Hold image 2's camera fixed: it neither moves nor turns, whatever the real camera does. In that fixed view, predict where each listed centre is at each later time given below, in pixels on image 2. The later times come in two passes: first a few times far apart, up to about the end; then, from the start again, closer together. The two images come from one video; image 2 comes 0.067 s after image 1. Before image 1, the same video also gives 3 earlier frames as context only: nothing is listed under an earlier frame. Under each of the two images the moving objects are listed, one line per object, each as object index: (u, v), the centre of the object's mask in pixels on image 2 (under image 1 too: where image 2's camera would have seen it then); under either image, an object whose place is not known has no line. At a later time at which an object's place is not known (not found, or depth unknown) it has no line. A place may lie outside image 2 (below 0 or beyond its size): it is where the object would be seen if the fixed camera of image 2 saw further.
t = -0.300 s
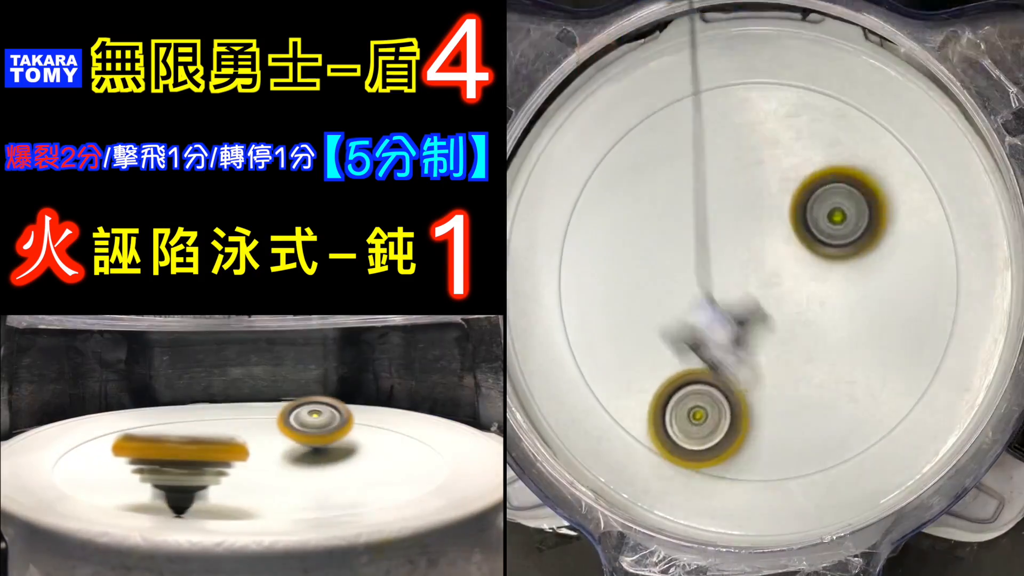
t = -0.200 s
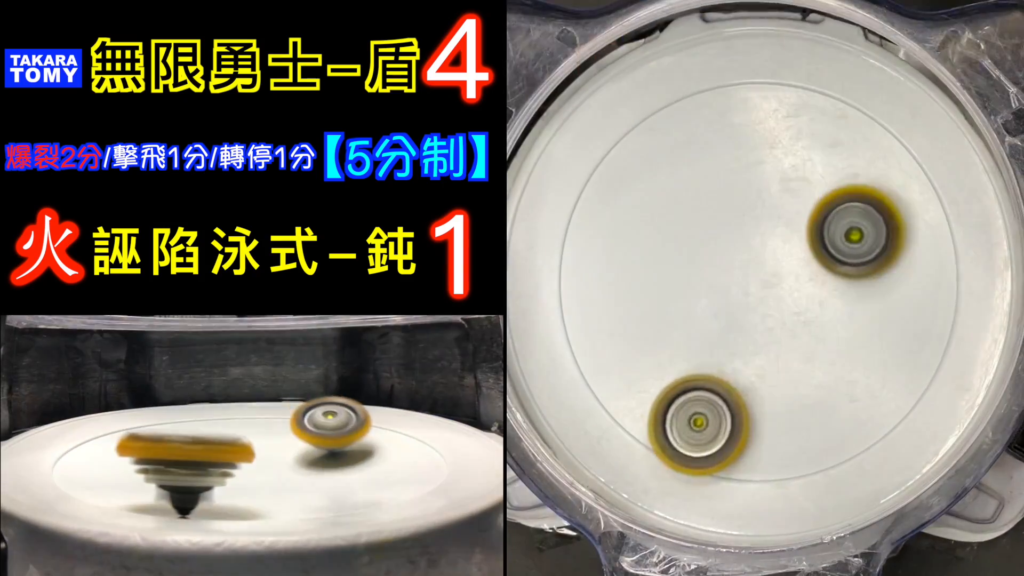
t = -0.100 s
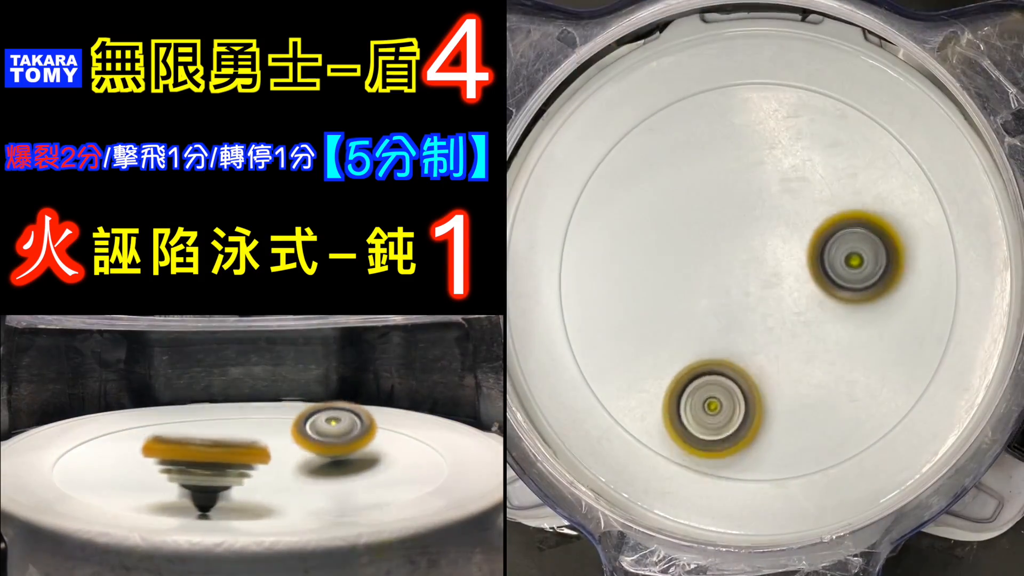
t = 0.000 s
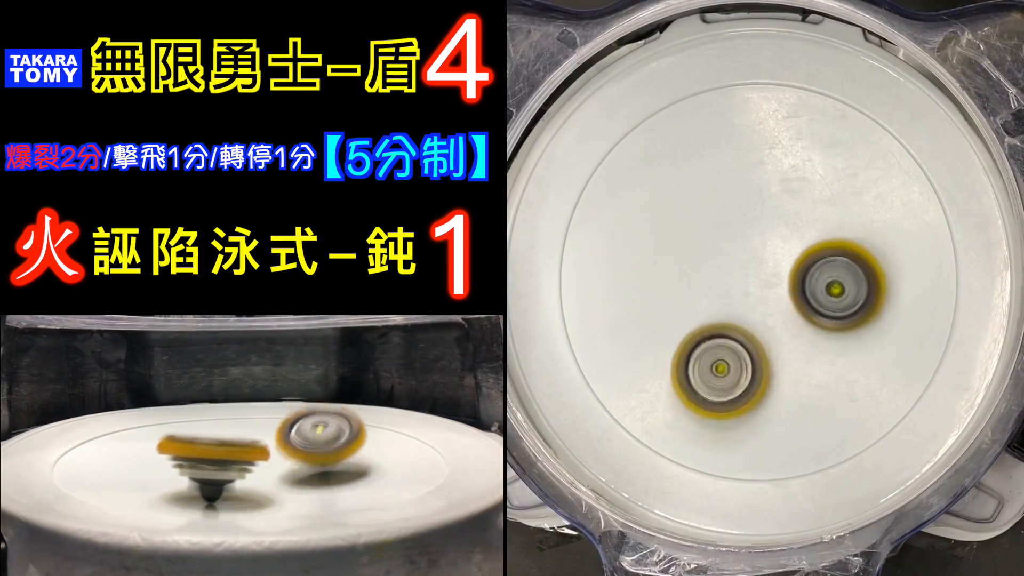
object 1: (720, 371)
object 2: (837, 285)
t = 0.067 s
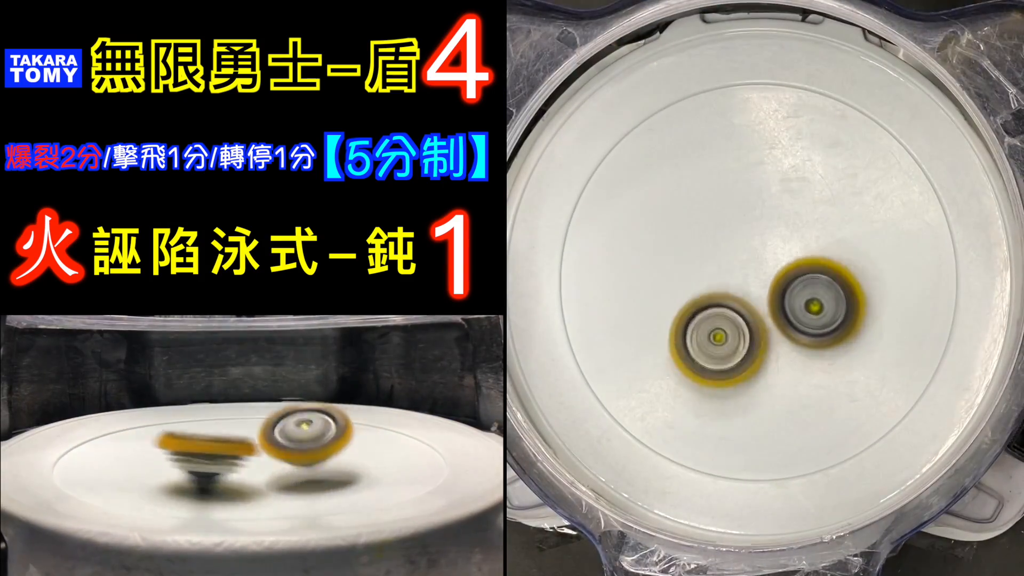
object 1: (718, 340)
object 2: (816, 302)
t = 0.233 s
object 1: (593, 277)
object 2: (837, 321)
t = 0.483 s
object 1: (620, 277)
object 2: (808, 291)
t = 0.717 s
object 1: (608, 317)
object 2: (852, 249)
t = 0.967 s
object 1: (625, 347)
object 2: (915, 230)
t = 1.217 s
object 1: (733, 273)
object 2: (845, 293)
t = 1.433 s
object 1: (740, 142)
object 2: (785, 397)
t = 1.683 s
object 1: (705, 141)
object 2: (731, 367)
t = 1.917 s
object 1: (649, 137)
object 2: (759, 330)
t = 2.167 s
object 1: (626, 122)
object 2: (846, 412)
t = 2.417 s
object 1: (719, 275)
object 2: (852, 337)
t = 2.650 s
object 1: (601, 198)
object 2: (935, 369)
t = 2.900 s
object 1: (659, 176)
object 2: (789, 337)
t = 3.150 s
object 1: (769, 182)
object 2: (627, 308)
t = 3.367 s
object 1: (838, 174)
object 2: (636, 293)
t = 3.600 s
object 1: (842, 193)
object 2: (757, 290)
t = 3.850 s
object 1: (918, 105)
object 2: (693, 387)
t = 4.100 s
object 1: (860, 136)
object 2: (671, 412)
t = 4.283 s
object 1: (780, 248)
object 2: (736, 337)
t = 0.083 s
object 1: (716, 332)
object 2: (812, 306)
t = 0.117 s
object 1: (687, 318)
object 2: (820, 312)
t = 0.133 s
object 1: (673, 311)
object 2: (822, 314)
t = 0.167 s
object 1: (645, 299)
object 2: (829, 316)
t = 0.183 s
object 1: (632, 293)
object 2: (831, 317)
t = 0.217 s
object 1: (605, 282)
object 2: (836, 320)
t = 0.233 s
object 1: (593, 277)
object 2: (837, 321)
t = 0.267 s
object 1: (572, 271)
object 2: (838, 320)
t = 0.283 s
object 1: (563, 269)
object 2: (838, 320)
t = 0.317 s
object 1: (560, 266)
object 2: (836, 317)
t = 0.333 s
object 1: (562, 266)
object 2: (835, 316)
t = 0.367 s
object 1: (570, 266)
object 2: (831, 312)
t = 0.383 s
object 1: (575, 266)
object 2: (829, 309)
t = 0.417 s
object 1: (588, 269)
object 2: (823, 303)
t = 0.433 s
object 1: (595, 270)
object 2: (820, 301)
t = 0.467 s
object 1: (611, 274)
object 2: (812, 294)
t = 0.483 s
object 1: (620, 277)
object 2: (808, 291)
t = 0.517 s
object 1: (639, 282)
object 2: (799, 284)
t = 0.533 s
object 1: (648, 285)
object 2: (795, 281)
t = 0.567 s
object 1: (665, 290)
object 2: (785, 274)
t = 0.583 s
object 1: (674, 292)
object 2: (781, 271)
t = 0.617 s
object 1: (677, 297)
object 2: (784, 265)
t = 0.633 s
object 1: (664, 300)
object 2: (795, 261)
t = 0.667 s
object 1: (640, 306)
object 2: (819, 255)
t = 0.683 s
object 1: (629, 309)
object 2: (830, 253)
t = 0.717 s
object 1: (608, 317)
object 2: (852, 249)
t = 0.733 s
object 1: (599, 321)
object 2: (863, 246)
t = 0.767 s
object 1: (585, 328)
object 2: (880, 241)
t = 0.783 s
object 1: (580, 332)
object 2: (889, 239)
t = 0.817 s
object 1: (576, 338)
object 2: (902, 235)
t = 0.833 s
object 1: (579, 340)
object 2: (907, 233)
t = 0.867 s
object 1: (587, 343)
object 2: (913, 231)
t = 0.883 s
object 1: (592, 345)
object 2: (915, 230)
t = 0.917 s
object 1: (605, 347)
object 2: (917, 229)
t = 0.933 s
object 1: (611, 348)
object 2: (917, 229)
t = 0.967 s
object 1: (625, 347)
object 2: (915, 230)
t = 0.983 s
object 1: (632, 346)
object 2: (913, 231)
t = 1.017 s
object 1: (647, 343)
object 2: (908, 235)
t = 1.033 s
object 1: (655, 339)
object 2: (905, 238)
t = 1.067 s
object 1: (670, 331)
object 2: (898, 244)
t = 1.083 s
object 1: (678, 326)
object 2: (894, 248)
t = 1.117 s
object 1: (693, 315)
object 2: (884, 257)
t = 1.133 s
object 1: (699, 308)
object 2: (878, 262)
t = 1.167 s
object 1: (714, 296)
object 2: (866, 274)
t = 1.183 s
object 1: (720, 288)
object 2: (859, 280)
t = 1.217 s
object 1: (733, 273)
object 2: (845, 293)
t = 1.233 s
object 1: (740, 265)
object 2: (837, 300)
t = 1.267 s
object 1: (746, 244)
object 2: (827, 316)
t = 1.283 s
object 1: (746, 233)
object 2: (823, 326)
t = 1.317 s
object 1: (746, 209)
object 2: (815, 345)
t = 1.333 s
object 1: (746, 198)
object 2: (812, 355)
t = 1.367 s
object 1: (744, 177)
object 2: (803, 371)
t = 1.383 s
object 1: (744, 167)
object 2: (799, 379)
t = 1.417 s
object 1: (741, 149)
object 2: (790, 391)
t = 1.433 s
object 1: (740, 142)
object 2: (785, 397)
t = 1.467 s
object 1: (737, 130)
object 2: (776, 405)
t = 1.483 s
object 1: (735, 125)
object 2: (771, 407)
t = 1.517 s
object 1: (731, 118)
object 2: (762, 410)
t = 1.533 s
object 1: (728, 116)
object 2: (758, 410)
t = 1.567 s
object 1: (724, 115)
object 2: (750, 406)
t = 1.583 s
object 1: (721, 117)
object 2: (746, 403)
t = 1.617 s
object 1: (716, 121)
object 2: (740, 394)
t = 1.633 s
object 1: (713, 125)
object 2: (737, 388)
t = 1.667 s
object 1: (708, 135)
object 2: (732, 374)
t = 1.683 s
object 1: (705, 141)
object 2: (731, 367)
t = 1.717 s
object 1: (699, 154)
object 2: (728, 350)
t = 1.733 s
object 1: (696, 162)
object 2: (727, 341)
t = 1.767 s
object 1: (692, 177)
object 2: (726, 323)
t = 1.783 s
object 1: (690, 185)
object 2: (726, 314)
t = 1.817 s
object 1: (687, 200)
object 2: (727, 295)
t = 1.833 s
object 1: (683, 200)
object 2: (730, 292)
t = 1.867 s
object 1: (668, 173)
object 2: (741, 307)
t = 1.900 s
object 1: (655, 148)
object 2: (753, 323)
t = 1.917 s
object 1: (649, 137)
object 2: (759, 330)
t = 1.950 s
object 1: (639, 117)
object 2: (770, 346)
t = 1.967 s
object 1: (635, 109)
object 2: (776, 354)
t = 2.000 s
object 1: (628, 96)
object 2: (788, 369)
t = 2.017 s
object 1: (625, 91)
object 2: (794, 376)
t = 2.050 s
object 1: (623, 88)
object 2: (805, 389)
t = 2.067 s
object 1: (621, 91)
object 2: (811, 395)
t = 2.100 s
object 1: (620, 98)
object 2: (823, 404)
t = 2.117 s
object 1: (620, 103)
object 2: (829, 407)
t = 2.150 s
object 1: (624, 115)
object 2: (841, 412)
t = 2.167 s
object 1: (626, 122)
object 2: (846, 412)
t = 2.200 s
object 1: (632, 137)
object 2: (854, 412)
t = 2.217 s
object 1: (636, 146)
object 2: (858, 409)
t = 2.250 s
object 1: (646, 165)
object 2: (863, 400)
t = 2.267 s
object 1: (651, 176)
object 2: (864, 395)
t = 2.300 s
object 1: (663, 198)
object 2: (866, 384)
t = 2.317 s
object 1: (670, 210)
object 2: (866, 378)
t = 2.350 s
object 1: (685, 232)
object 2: (863, 364)
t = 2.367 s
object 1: (693, 244)
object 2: (862, 357)
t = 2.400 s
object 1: (710, 266)
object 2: (856, 344)
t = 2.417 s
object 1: (719, 275)
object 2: (852, 337)
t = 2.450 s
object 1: (737, 294)
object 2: (843, 323)
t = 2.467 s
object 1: (743, 300)
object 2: (841, 318)
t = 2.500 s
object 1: (707, 283)
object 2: (873, 331)
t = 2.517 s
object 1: (690, 273)
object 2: (887, 338)
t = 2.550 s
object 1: (659, 252)
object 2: (913, 352)
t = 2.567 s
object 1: (645, 243)
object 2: (925, 358)
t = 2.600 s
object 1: (622, 224)
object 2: (933, 365)
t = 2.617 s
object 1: (614, 215)
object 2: (935, 367)
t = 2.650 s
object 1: (601, 198)
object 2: (935, 369)
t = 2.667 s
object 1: (597, 190)
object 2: (933, 370)
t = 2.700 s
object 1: (597, 181)
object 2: (924, 367)
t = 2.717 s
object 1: (601, 178)
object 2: (917, 365)
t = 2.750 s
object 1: (609, 175)
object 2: (901, 359)
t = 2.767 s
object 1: (613, 175)
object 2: (891, 356)
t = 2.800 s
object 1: (622, 174)
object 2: (868, 351)
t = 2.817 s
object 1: (628, 173)
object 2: (855, 348)
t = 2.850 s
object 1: (639, 174)
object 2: (829, 343)
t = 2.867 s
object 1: (645, 174)
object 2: (816, 341)
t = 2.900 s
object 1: (659, 176)
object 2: (789, 337)
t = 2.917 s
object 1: (666, 178)
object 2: (776, 334)
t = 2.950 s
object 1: (681, 180)
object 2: (748, 329)
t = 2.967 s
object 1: (688, 180)
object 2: (736, 327)
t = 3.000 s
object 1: (703, 181)
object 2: (711, 323)
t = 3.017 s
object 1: (710, 182)
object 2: (699, 322)
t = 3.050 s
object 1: (725, 182)
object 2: (676, 318)
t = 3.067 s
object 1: (733, 182)
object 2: (666, 316)
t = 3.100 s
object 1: (747, 182)
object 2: (648, 313)
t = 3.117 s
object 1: (755, 183)
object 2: (640, 311)
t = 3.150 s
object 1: (769, 182)
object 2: (627, 308)
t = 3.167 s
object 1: (775, 182)
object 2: (622, 306)
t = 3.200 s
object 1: (789, 180)
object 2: (614, 303)
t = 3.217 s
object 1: (795, 179)
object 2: (612, 302)
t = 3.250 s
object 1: (807, 176)
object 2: (611, 299)
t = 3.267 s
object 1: (812, 176)
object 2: (611, 298)
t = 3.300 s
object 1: (823, 174)
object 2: (616, 296)
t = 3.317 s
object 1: (827, 174)
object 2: (619, 295)
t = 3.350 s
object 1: (835, 174)
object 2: (630, 294)
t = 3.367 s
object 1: (838, 174)
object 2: (636, 293)
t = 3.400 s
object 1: (844, 175)
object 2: (650, 292)
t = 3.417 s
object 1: (847, 175)
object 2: (659, 292)
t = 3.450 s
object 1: (849, 177)
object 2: (675, 291)
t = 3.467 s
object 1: (850, 179)
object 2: (685, 291)
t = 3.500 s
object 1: (851, 181)
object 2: (704, 291)
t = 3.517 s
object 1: (850, 183)
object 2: (712, 290)
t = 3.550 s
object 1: (848, 186)
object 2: (731, 290)
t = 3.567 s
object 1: (847, 188)
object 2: (740, 291)
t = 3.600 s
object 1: (842, 193)
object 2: (757, 290)
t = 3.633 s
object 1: (837, 199)
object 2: (772, 290)
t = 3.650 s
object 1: (835, 202)
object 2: (779, 290)
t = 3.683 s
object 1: (844, 193)
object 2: (780, 300)
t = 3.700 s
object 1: (858, 179)
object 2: (771, 309)
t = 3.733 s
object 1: (885, 152)
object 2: (753, 329)
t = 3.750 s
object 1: (896, 141)
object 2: (743, 340)
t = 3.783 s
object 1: (909, 121)
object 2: (727, 357)
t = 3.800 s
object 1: (913, 115)
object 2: (718, 364)
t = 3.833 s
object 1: (918, 107)
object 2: (701, 380)
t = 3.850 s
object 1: (918, 105)
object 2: (693, 387)
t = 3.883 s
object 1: (915, 101)
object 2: (676, 401)
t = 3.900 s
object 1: (914, 100)
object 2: (669, 406)
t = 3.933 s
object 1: (910, 99)
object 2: (658, 416)
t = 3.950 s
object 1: (907, 99)
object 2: (655, 419)
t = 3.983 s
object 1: (900, 101)
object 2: (651, 423)
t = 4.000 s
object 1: (896, 103)
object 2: (650, 425)
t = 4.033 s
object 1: (886, 111)
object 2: (653, 423)
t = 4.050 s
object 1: (880, 115)
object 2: (656, 421)
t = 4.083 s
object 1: (867, 129)
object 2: (665, 416)
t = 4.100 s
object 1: (860, 136)
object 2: (671, 412)
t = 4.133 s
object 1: (846, 152)
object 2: (684, 401)
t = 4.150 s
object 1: (838, 162)
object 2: (689, 396)
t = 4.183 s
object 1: (823, 181)
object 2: (701, 383)
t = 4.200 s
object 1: (815, 192)
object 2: (707, 376)
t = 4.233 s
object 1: (800, 213)
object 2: (718, 361)
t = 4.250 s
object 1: (794, 224)
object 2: (725, 353)
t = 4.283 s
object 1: (780, 248)
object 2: (736, 337)
